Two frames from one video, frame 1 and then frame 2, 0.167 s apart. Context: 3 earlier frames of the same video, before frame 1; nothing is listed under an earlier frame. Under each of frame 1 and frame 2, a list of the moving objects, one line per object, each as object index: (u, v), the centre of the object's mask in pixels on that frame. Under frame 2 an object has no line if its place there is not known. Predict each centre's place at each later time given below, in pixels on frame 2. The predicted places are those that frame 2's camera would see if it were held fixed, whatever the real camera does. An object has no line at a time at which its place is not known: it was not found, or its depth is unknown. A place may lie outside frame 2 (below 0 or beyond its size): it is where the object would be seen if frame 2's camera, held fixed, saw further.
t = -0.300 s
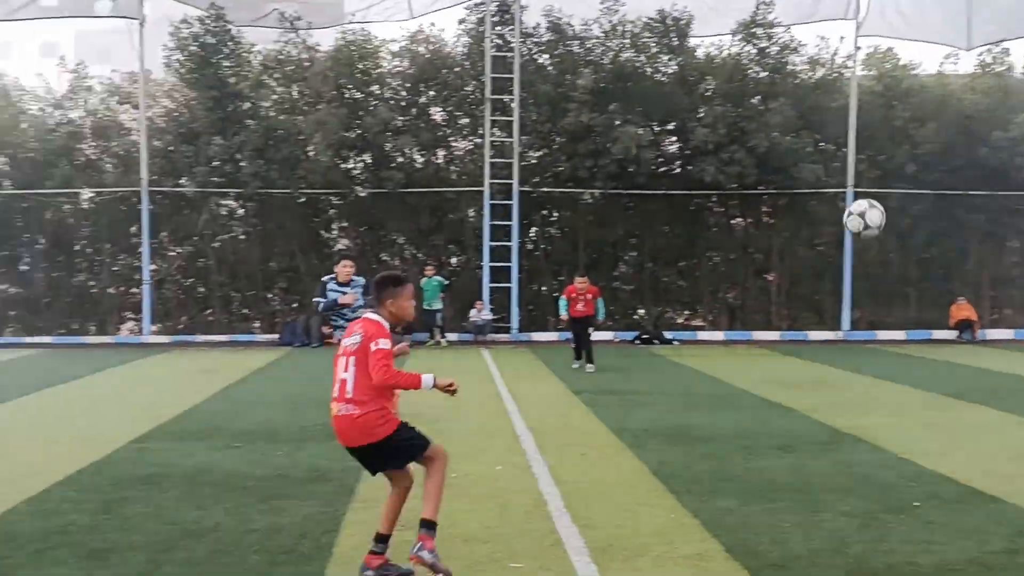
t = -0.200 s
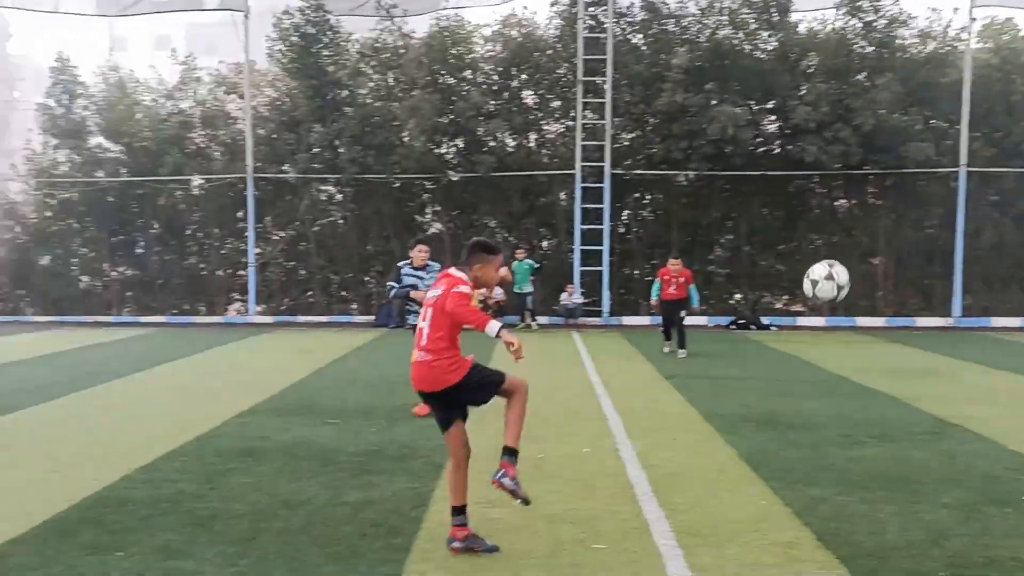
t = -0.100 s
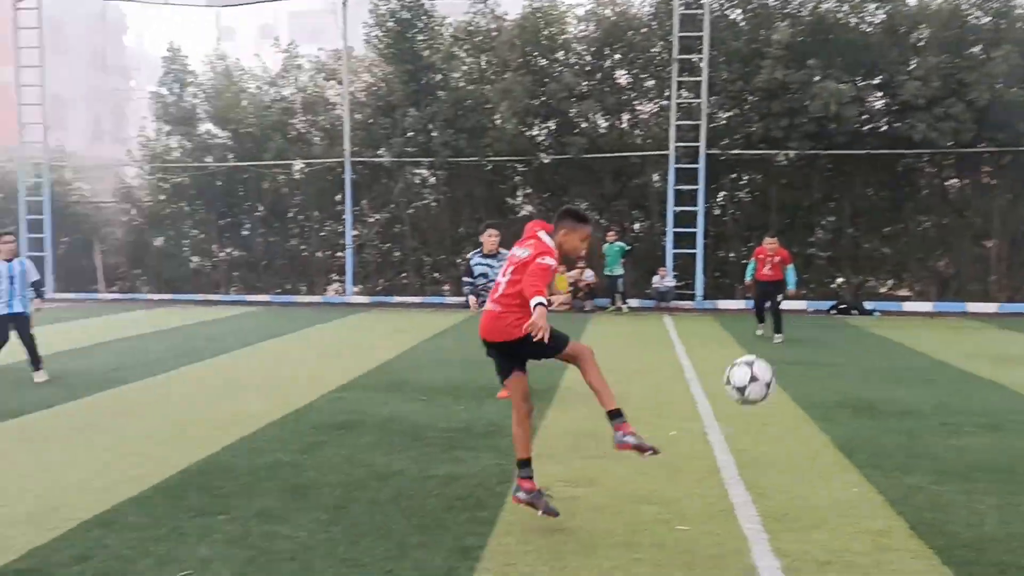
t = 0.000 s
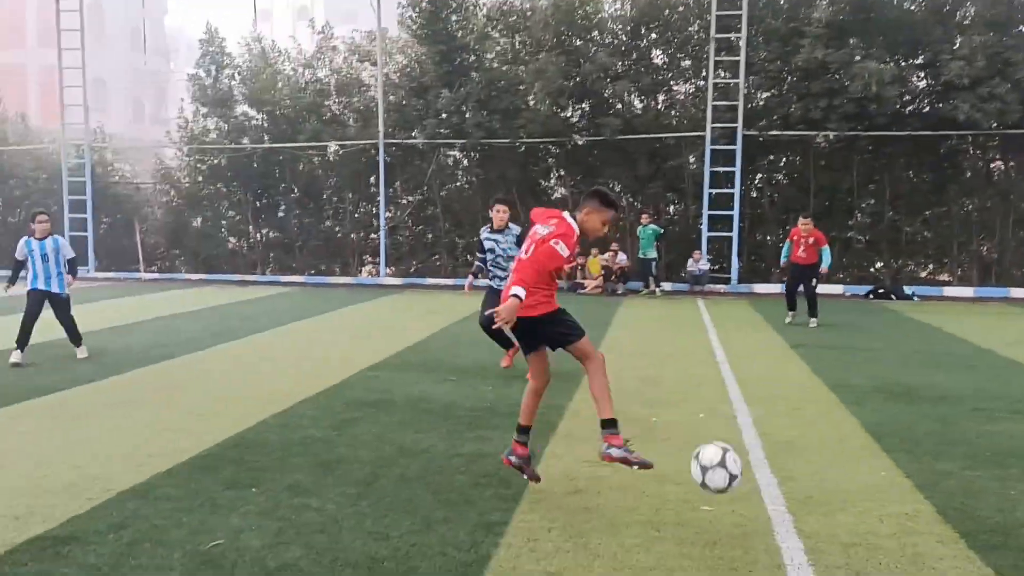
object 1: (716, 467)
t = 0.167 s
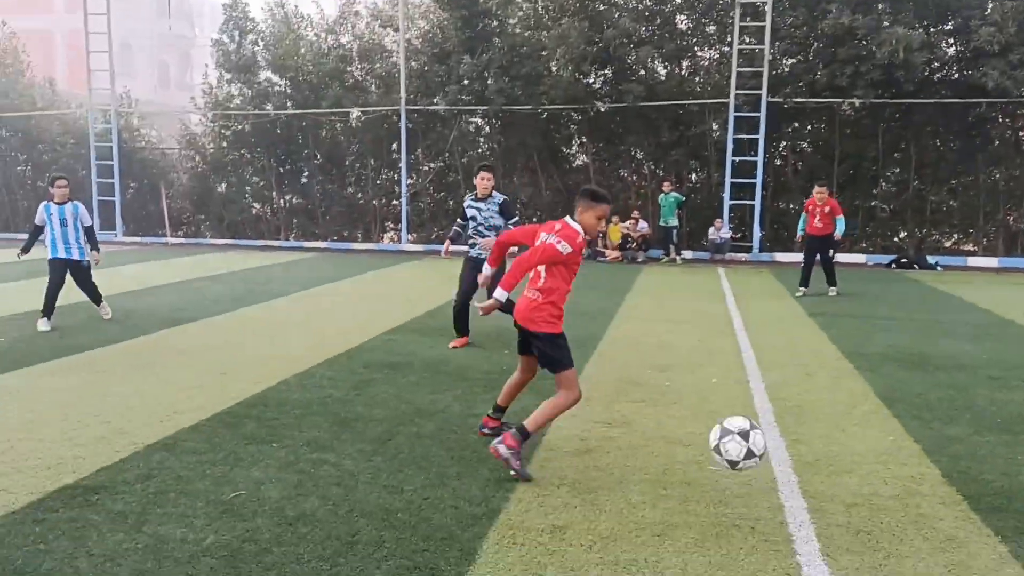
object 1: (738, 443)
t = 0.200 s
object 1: (737, 433)
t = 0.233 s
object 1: (737, 425)
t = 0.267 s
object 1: (734, 419)
